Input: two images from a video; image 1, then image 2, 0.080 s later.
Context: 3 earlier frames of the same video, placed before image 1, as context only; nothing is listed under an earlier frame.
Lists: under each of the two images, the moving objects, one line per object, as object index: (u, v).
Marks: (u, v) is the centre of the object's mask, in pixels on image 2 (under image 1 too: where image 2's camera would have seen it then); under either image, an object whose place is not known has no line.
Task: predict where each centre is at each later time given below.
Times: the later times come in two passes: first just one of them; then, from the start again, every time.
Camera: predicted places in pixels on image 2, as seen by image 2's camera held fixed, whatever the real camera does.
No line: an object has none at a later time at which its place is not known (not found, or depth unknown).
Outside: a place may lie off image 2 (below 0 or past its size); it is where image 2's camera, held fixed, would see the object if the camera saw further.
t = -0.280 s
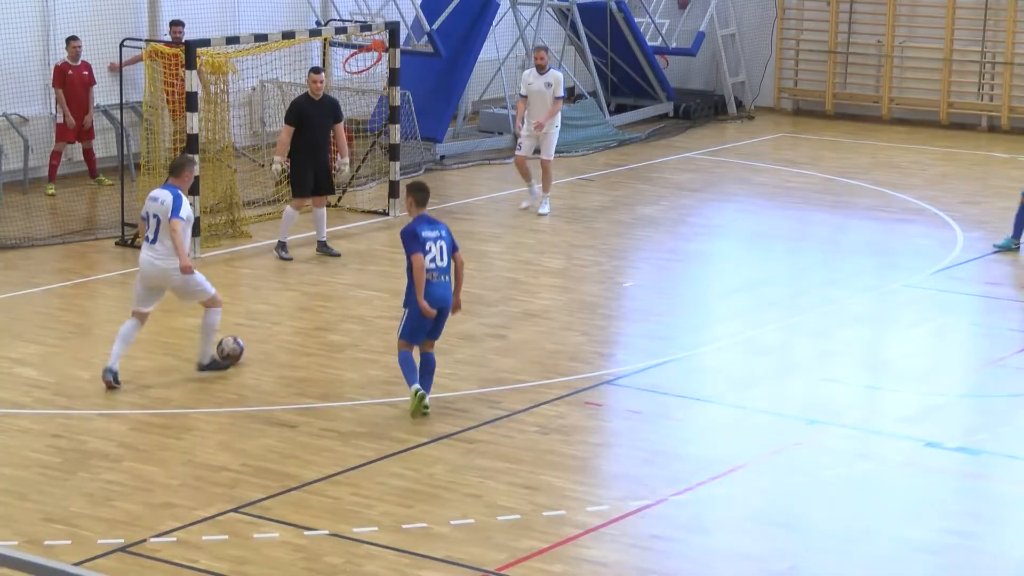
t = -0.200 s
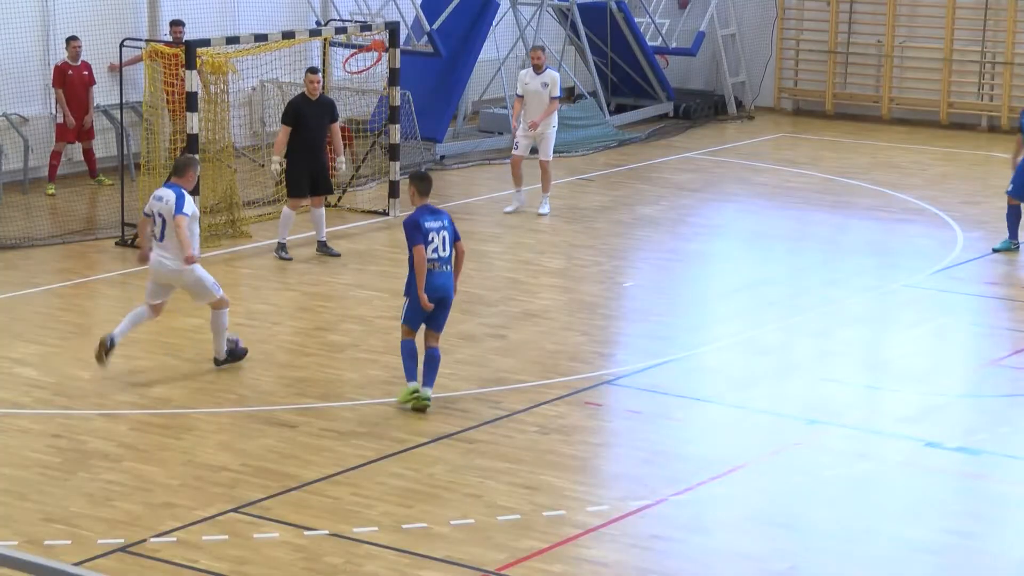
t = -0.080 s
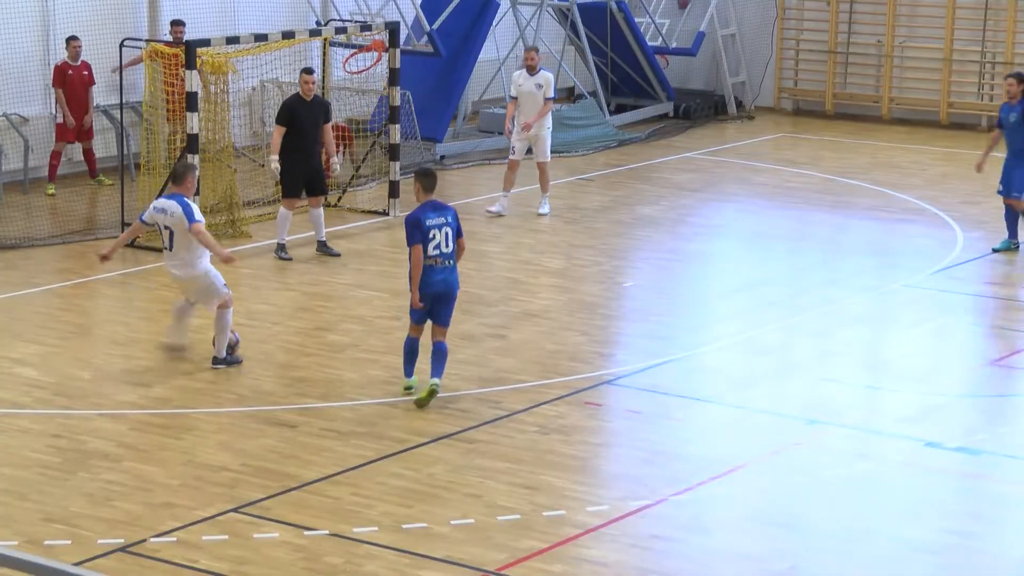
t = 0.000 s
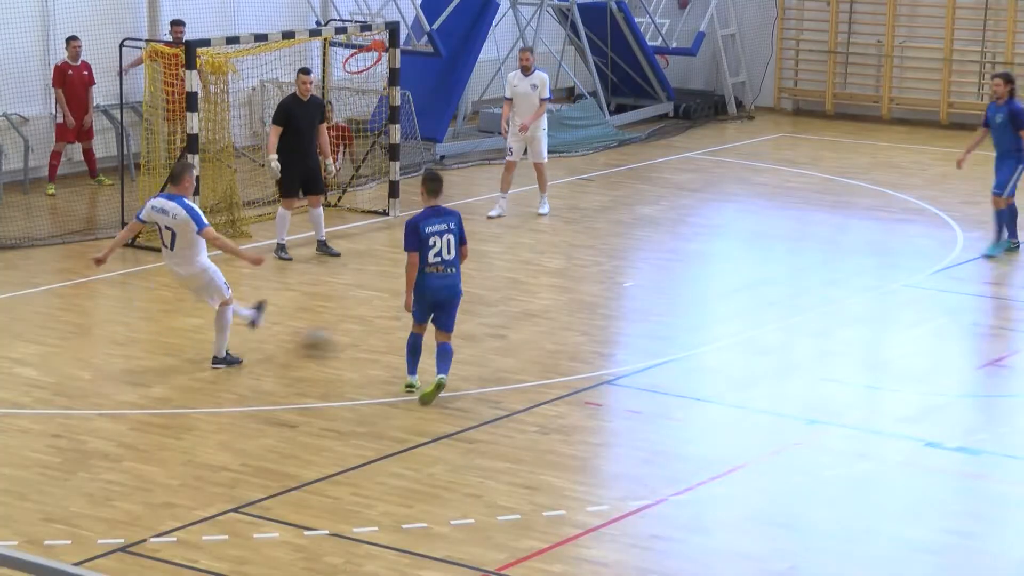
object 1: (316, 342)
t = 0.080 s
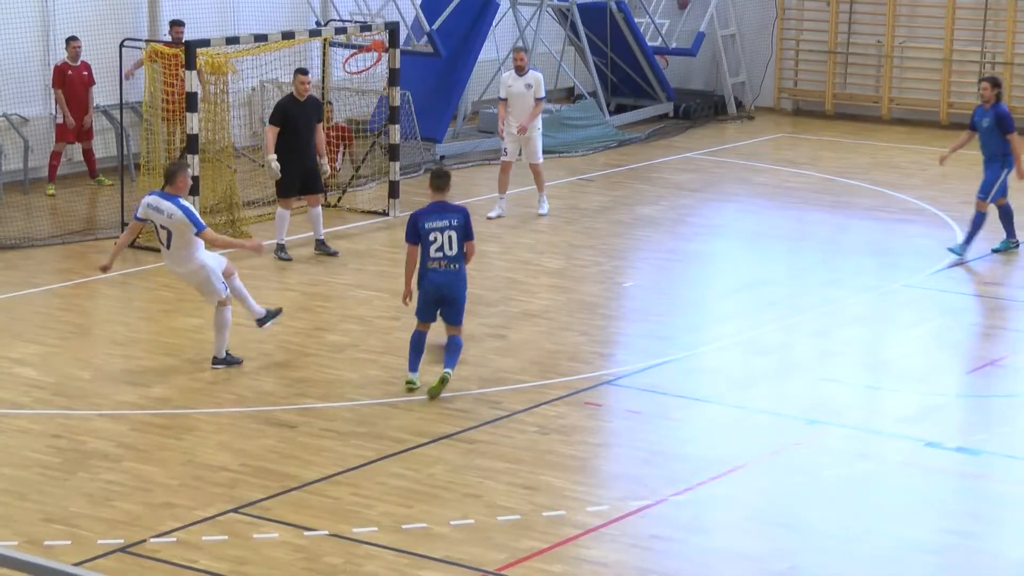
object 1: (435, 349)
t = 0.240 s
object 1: (678, 356)
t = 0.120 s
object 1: (504, 348)
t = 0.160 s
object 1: (562, 348)
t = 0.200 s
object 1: (619, 353)
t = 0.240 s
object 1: (678, 356)
